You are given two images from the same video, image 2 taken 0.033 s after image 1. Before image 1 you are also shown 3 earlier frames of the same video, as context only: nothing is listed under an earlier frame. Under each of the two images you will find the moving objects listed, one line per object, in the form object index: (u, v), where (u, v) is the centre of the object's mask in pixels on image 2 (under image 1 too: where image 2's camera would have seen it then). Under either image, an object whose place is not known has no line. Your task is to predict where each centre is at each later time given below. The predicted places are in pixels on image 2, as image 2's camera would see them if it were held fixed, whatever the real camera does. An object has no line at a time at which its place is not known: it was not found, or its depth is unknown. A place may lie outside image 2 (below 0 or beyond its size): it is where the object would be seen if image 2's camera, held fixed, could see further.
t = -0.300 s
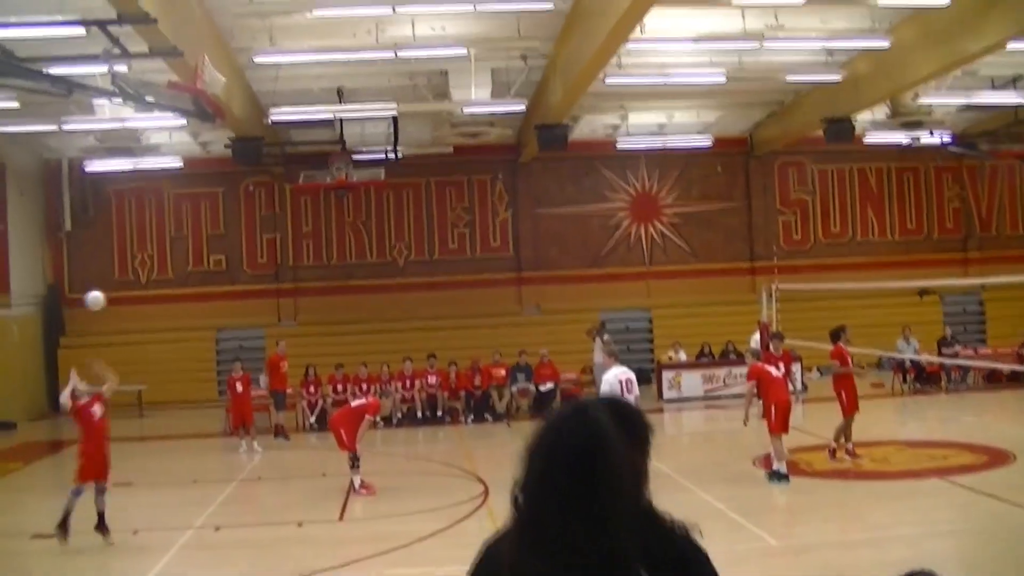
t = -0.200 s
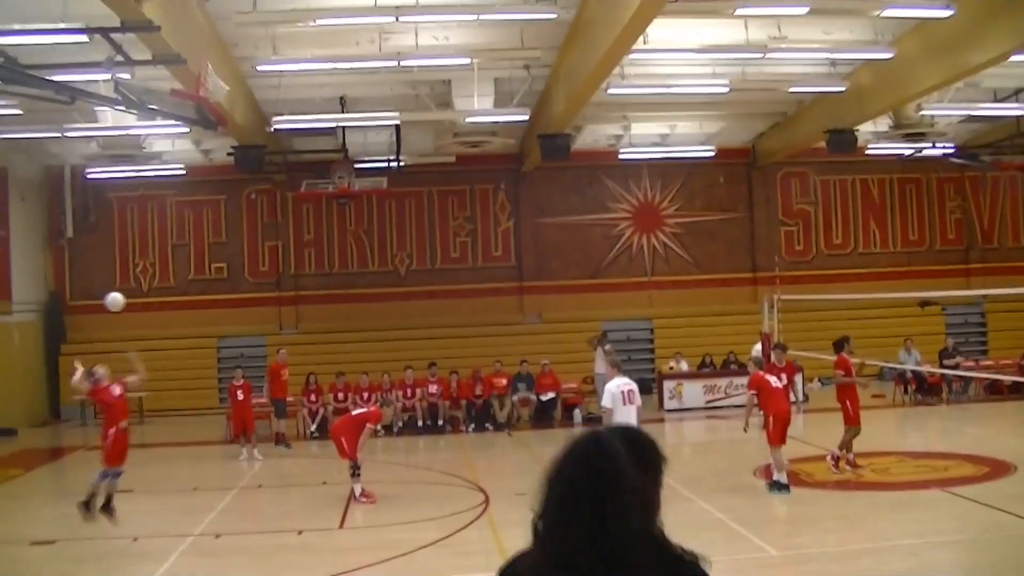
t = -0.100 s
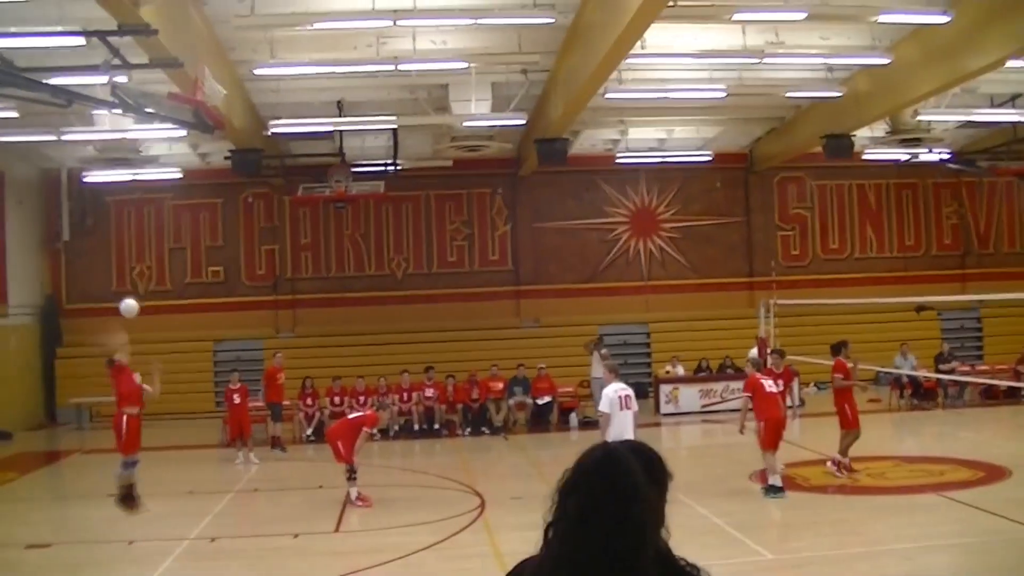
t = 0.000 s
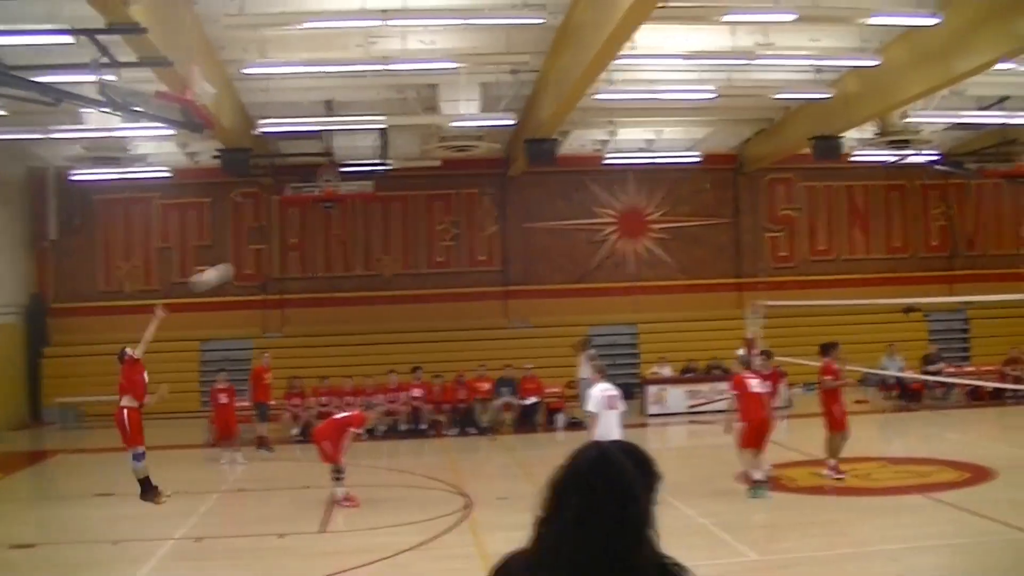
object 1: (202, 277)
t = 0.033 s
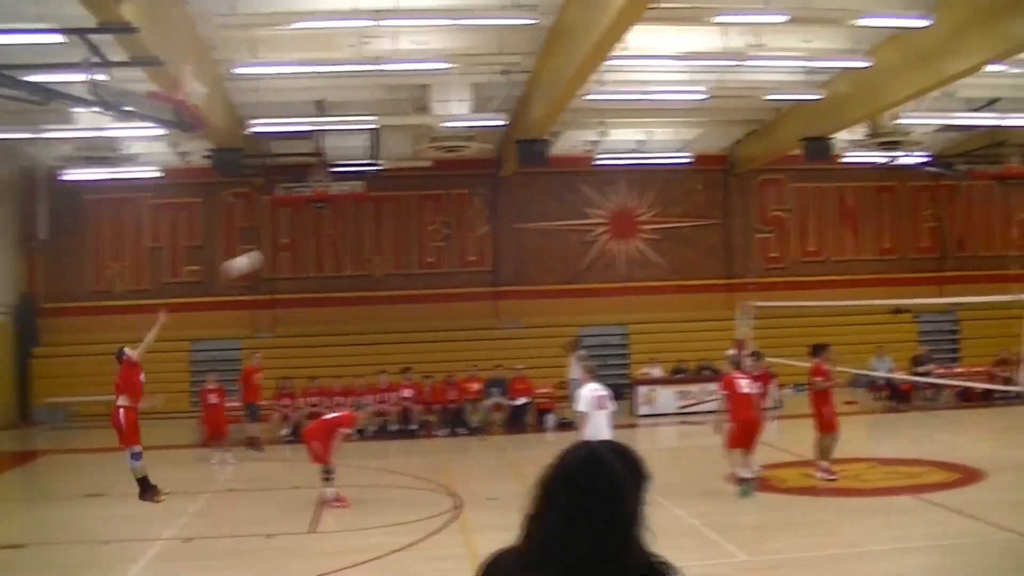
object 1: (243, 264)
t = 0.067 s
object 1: (282, 253)
